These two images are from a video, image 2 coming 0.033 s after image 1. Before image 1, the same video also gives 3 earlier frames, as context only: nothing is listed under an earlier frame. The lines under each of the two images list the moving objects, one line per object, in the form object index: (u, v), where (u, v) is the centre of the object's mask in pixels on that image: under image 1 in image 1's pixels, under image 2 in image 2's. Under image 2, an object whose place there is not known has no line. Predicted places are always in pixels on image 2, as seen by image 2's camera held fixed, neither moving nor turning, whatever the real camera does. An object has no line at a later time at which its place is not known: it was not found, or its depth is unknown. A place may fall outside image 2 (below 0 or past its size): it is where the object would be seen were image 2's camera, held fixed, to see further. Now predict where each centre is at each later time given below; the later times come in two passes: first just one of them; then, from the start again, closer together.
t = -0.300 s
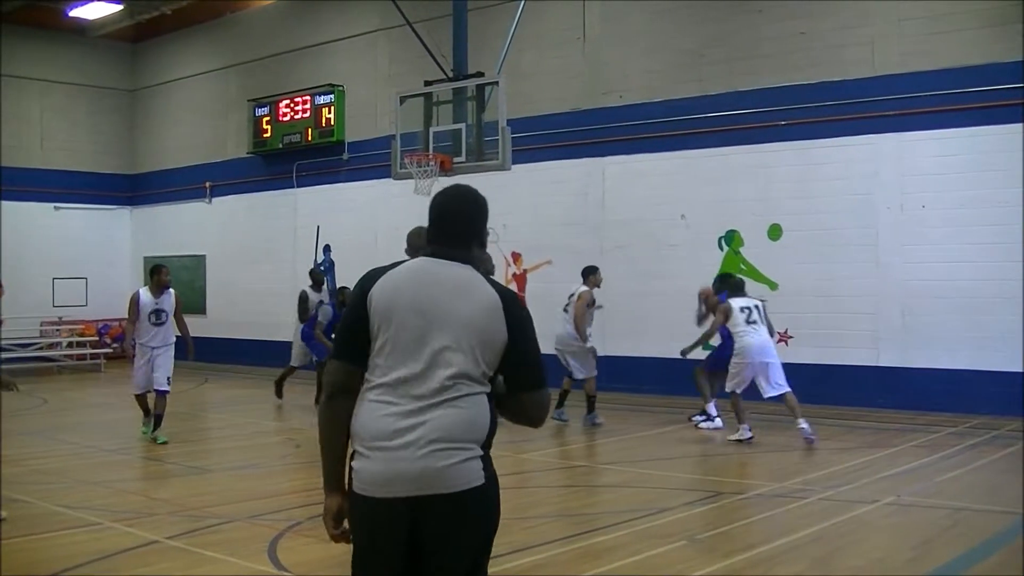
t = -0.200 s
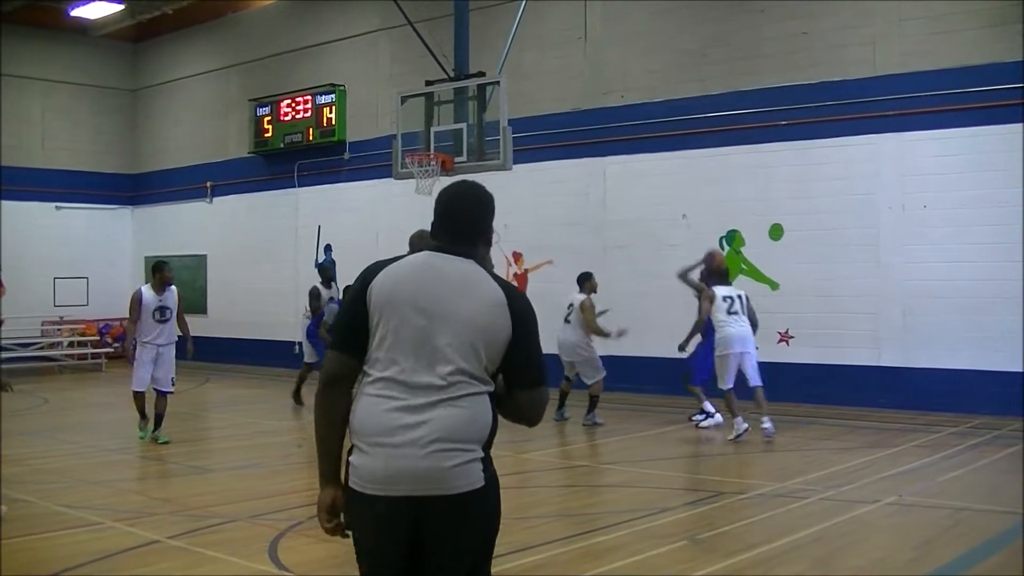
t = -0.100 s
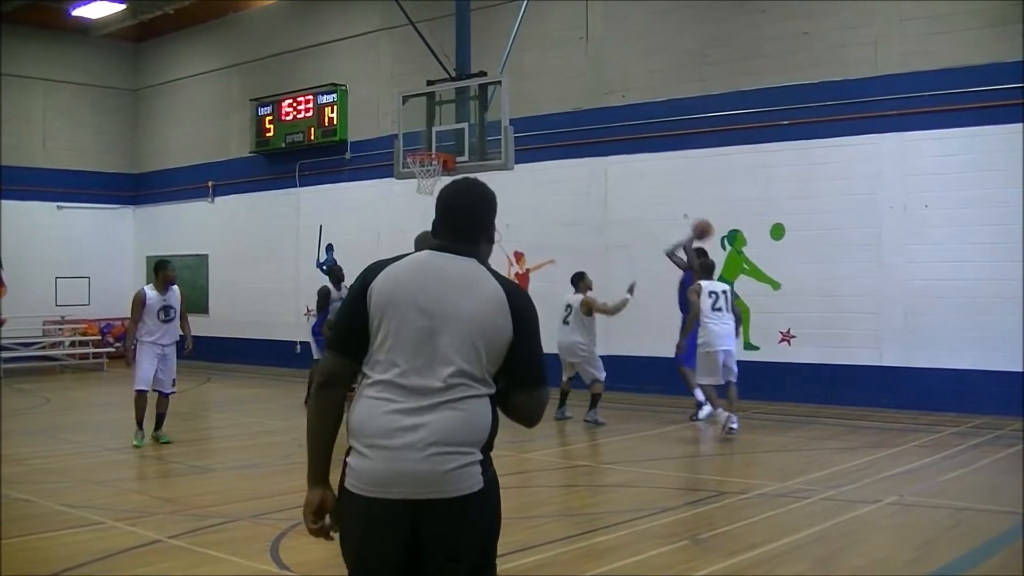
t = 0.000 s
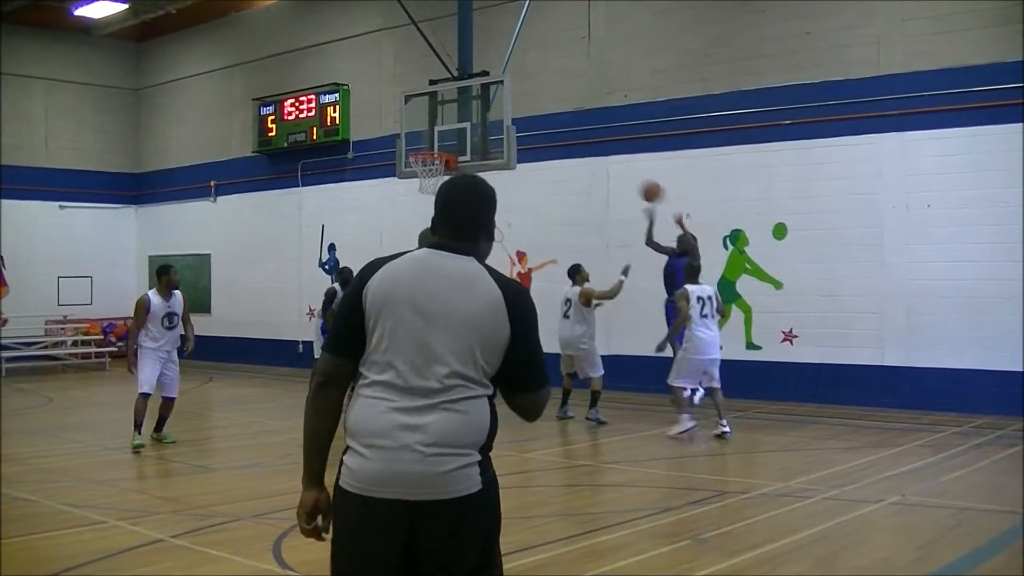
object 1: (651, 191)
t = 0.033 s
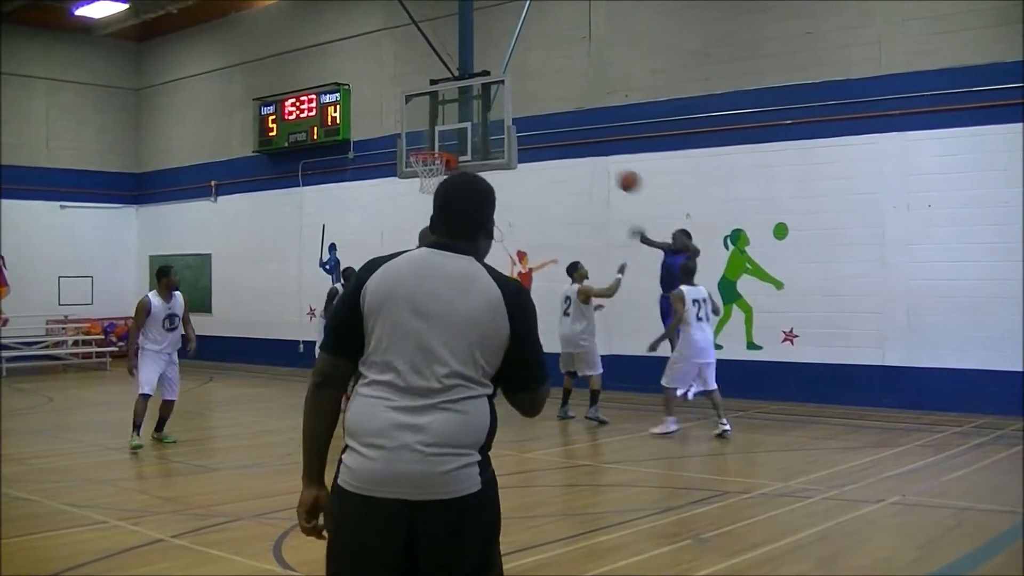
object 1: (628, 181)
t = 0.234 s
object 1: (465, 132)
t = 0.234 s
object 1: (465, 132)
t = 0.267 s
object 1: (434, 127)
